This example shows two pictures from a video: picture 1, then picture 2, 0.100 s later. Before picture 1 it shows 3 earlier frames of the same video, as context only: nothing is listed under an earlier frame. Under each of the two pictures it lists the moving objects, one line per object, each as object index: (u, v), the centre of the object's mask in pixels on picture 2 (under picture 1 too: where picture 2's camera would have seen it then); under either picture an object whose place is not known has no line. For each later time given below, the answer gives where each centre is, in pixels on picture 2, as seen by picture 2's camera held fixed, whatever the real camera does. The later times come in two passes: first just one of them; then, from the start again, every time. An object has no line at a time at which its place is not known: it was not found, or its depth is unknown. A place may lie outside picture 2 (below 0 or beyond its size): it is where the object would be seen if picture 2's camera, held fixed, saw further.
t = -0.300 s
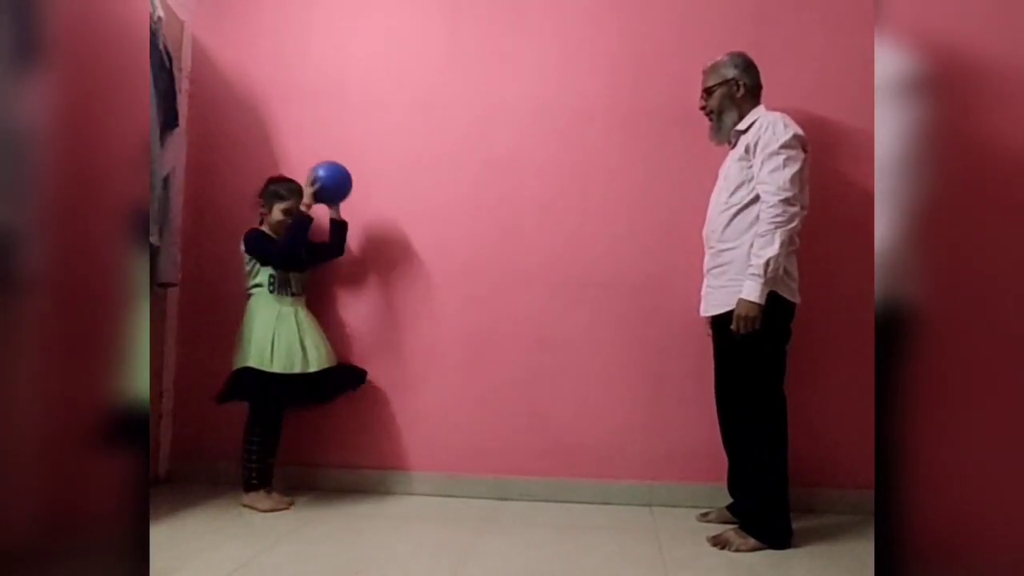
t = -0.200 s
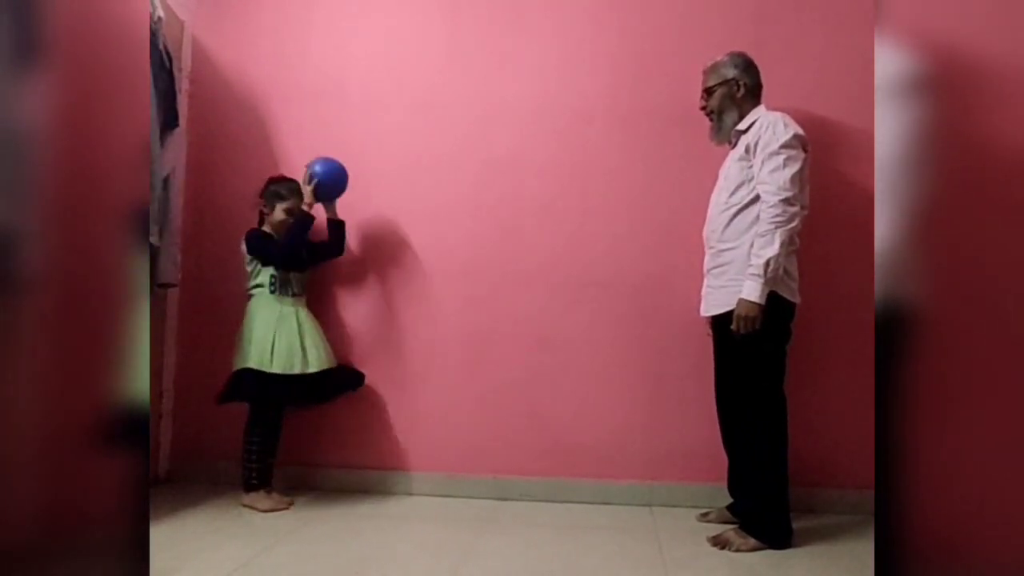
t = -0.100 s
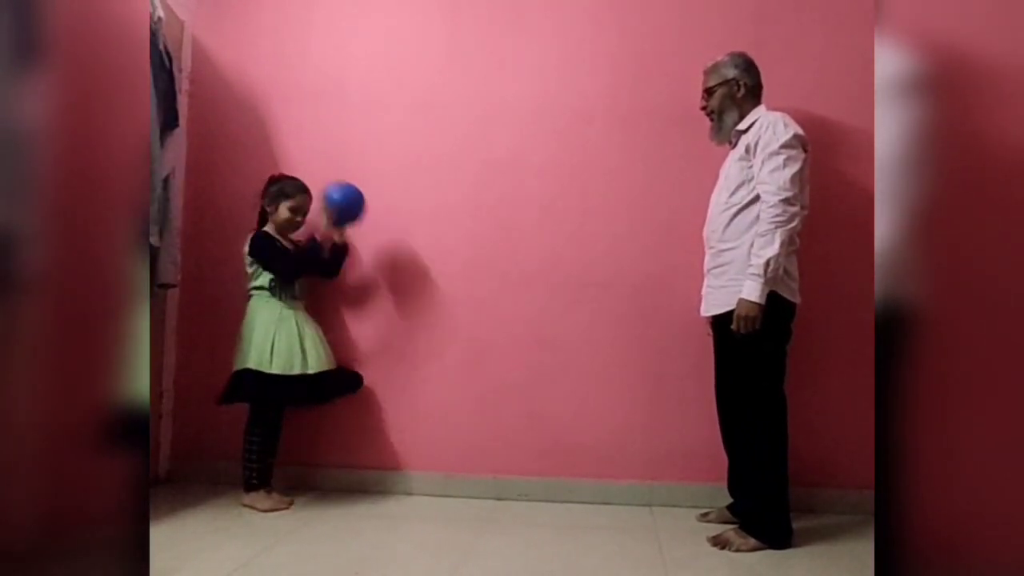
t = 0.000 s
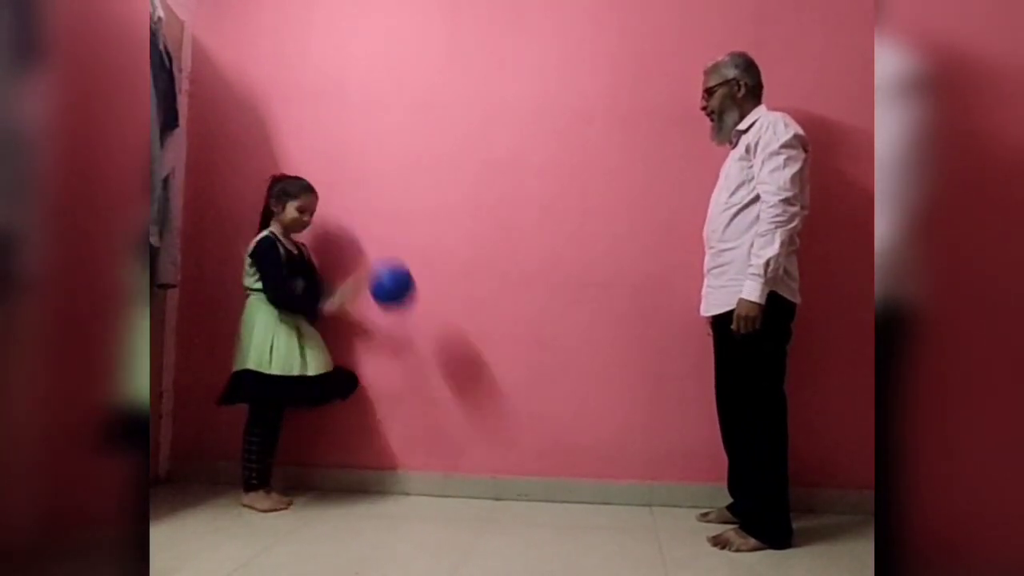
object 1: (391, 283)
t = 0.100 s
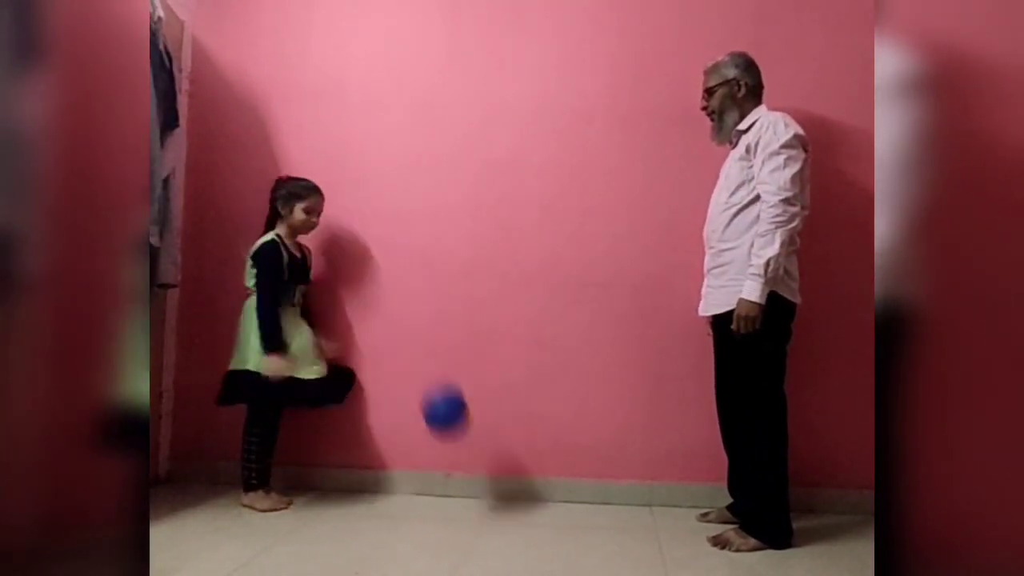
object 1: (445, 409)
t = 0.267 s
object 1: (513, 402)
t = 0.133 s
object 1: (462, 458)
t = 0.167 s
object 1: (480, 506)
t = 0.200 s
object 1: (490, 473)
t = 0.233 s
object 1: (502, 436)
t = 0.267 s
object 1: (513, 402)
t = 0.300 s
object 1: (525, 371)
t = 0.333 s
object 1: (536, 343)
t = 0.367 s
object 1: (548, 319)
